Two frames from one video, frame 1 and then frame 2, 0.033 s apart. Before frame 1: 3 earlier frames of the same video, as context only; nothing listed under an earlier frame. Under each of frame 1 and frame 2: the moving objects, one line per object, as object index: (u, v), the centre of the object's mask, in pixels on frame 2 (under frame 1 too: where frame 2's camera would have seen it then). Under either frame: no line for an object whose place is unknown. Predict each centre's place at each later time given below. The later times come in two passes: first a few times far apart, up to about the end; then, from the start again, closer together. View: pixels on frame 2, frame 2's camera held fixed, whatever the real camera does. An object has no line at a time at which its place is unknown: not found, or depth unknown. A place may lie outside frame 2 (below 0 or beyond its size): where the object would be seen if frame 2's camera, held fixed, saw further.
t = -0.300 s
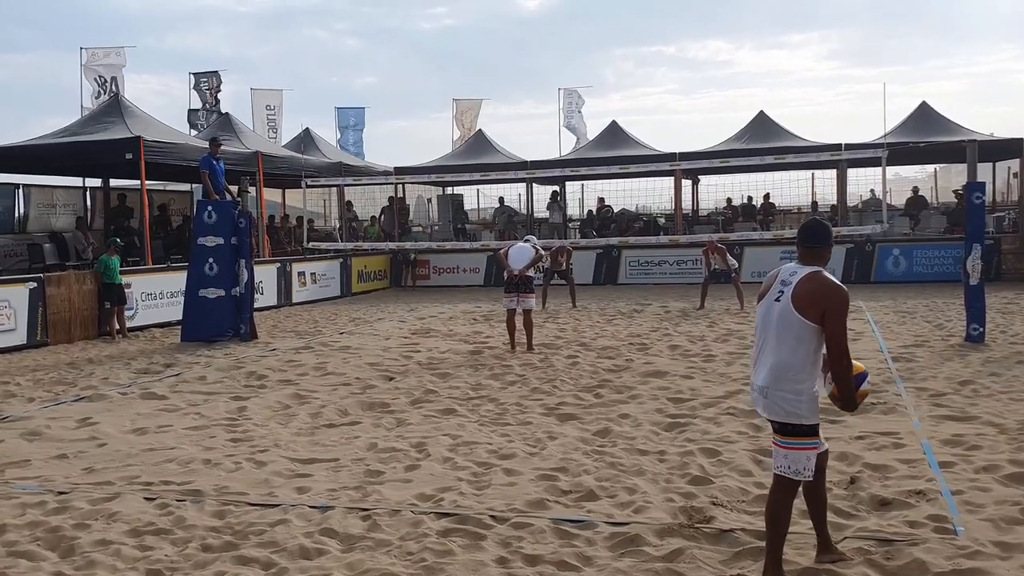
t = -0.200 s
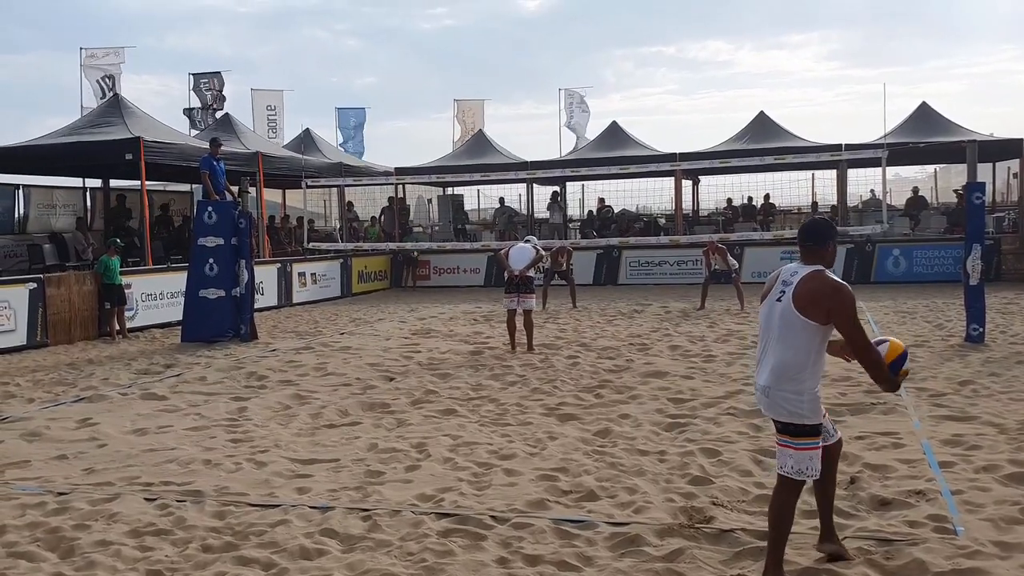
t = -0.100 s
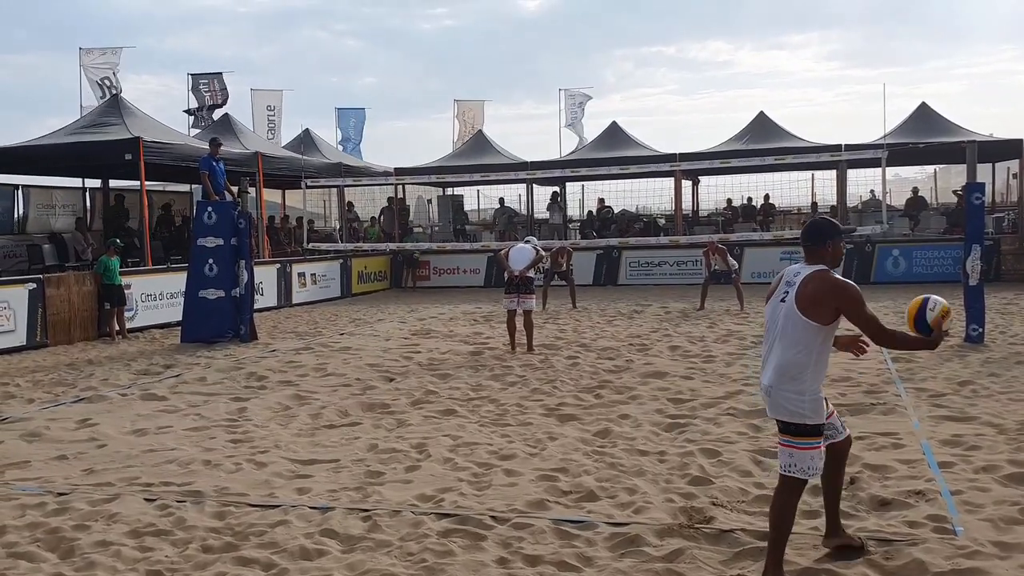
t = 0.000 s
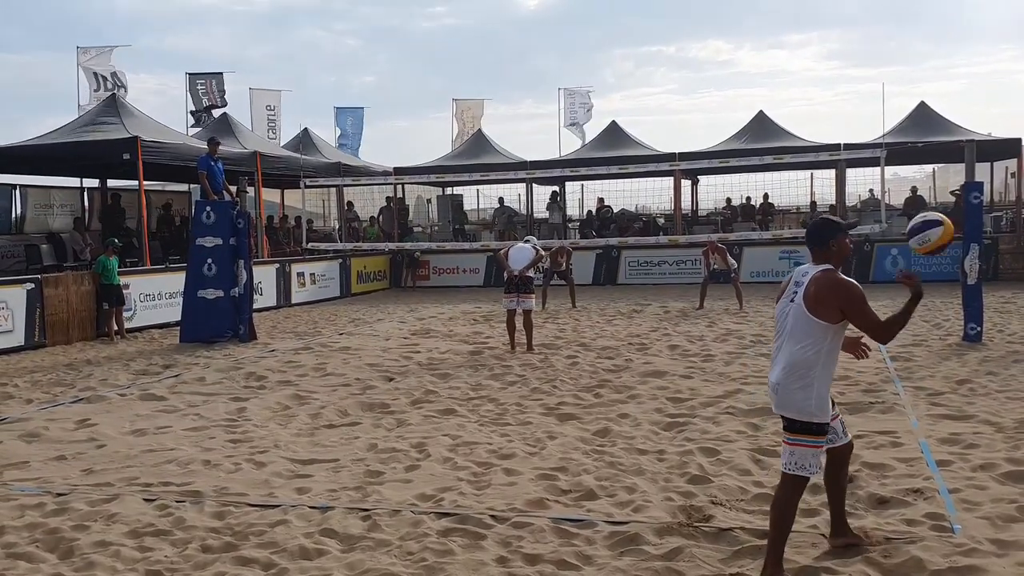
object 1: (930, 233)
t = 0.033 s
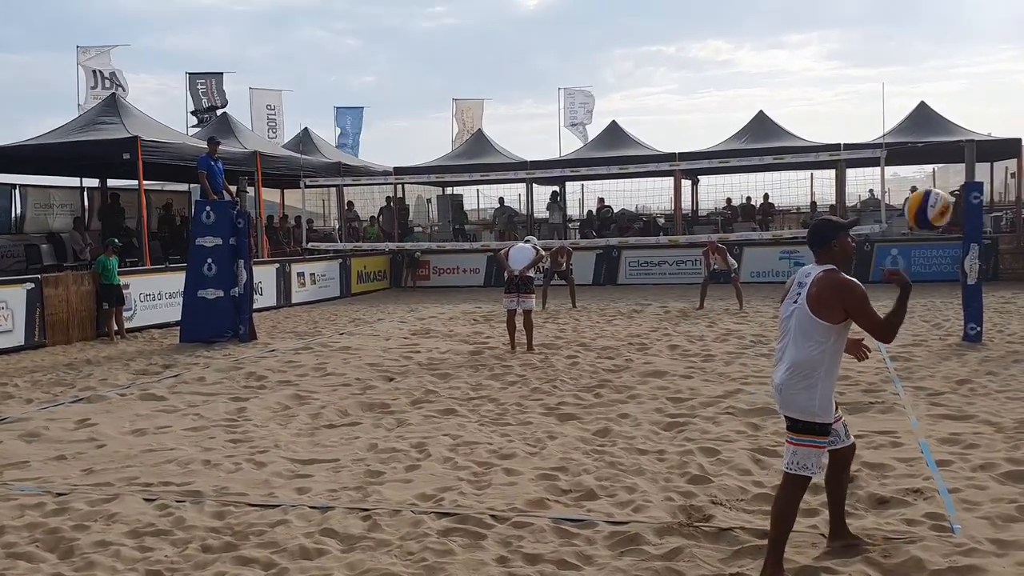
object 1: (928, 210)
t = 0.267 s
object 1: (913, 111)
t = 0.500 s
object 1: (905, 125)
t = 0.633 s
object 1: (905, 179)
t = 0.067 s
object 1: (926, 188)
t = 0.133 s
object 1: (922, 152)
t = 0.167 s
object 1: (919, 138)
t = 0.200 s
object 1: (918, 126)
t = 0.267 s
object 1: (913, 111)
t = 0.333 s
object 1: (909, 104)
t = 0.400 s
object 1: (906, 106)
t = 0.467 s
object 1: (905, 117)
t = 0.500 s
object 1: (905, 125)
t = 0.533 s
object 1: (904, 136)
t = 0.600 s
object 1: (904, 163)
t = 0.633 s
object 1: (905, 179)
